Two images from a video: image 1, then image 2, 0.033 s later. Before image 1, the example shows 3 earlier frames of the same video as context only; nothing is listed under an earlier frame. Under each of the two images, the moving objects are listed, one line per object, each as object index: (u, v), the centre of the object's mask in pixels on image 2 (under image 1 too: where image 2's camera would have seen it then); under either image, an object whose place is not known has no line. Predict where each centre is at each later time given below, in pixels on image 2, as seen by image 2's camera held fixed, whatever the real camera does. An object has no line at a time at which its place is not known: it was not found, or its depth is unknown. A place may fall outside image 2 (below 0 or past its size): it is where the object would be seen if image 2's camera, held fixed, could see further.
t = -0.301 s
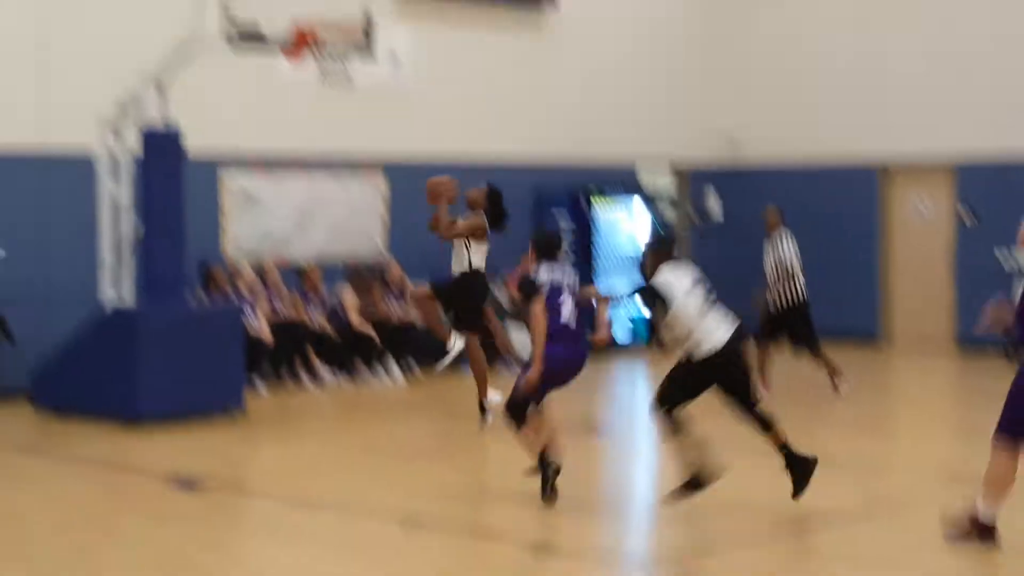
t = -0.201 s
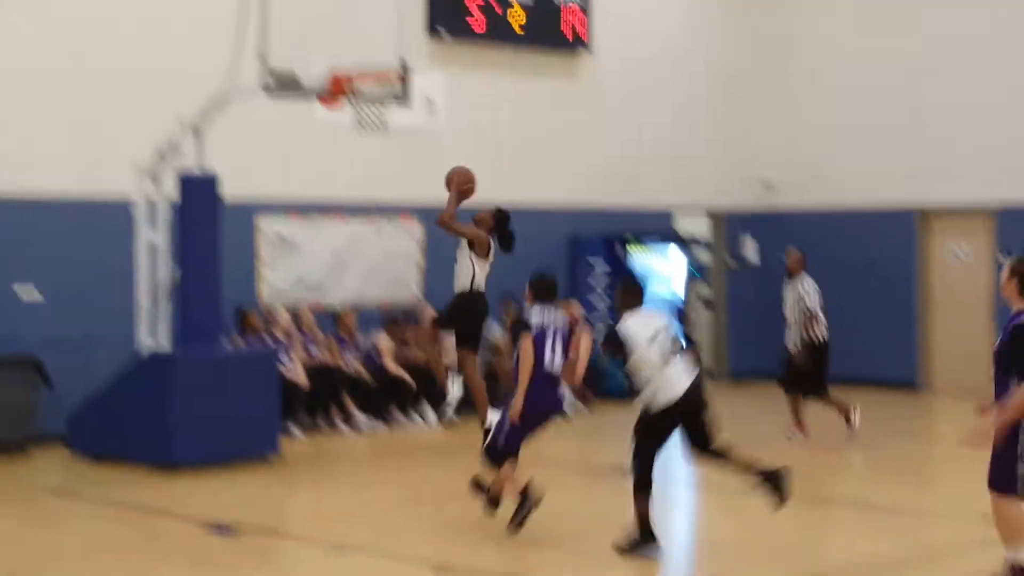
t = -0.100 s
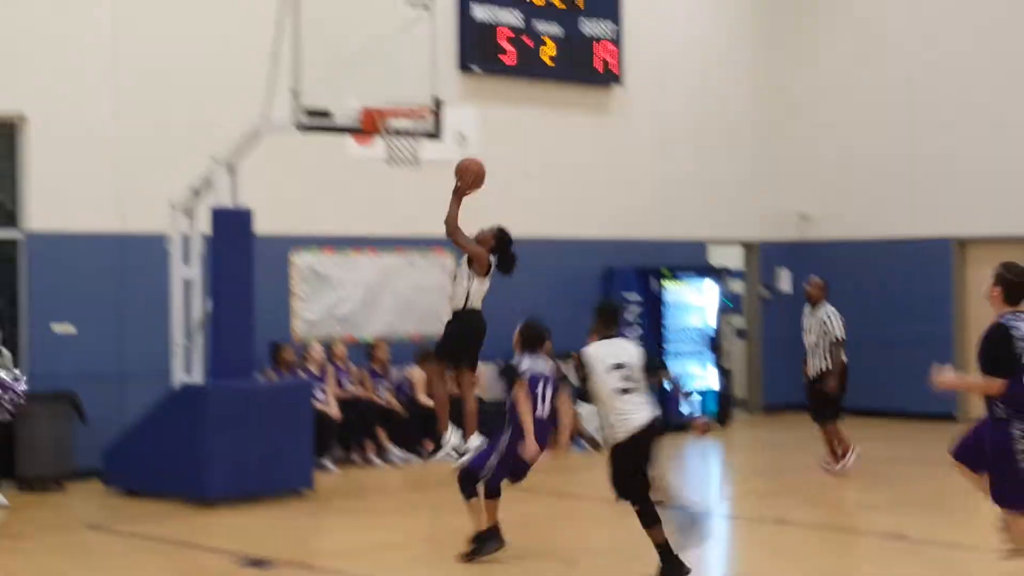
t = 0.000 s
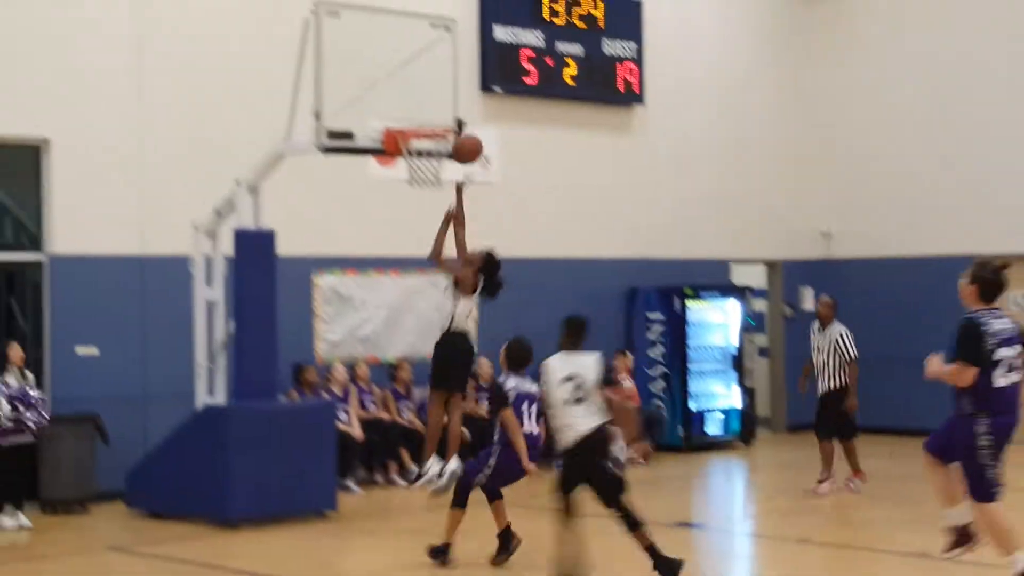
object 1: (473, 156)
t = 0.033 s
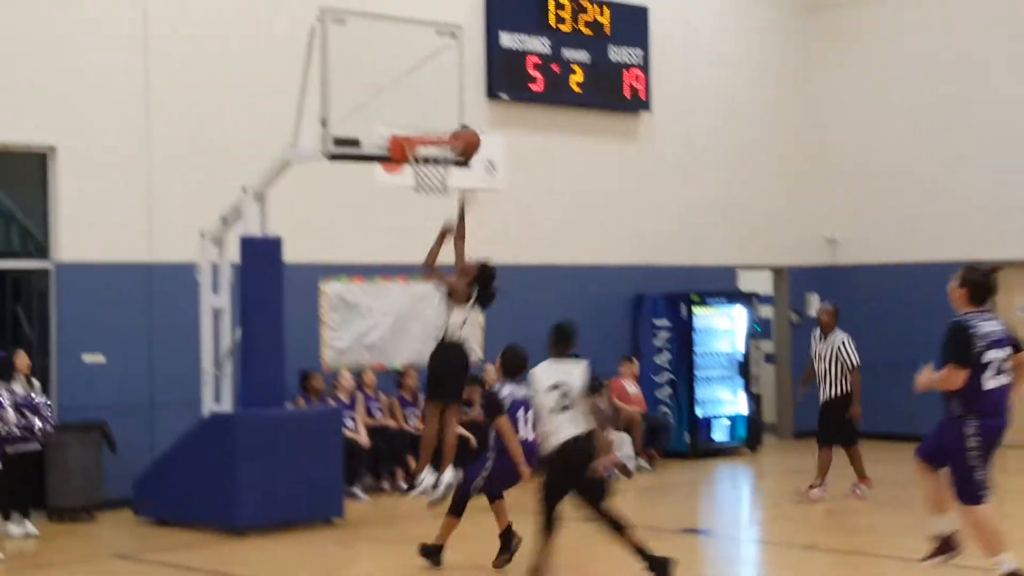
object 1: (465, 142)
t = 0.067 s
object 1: (457, 128)
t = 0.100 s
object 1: (448, 120)
